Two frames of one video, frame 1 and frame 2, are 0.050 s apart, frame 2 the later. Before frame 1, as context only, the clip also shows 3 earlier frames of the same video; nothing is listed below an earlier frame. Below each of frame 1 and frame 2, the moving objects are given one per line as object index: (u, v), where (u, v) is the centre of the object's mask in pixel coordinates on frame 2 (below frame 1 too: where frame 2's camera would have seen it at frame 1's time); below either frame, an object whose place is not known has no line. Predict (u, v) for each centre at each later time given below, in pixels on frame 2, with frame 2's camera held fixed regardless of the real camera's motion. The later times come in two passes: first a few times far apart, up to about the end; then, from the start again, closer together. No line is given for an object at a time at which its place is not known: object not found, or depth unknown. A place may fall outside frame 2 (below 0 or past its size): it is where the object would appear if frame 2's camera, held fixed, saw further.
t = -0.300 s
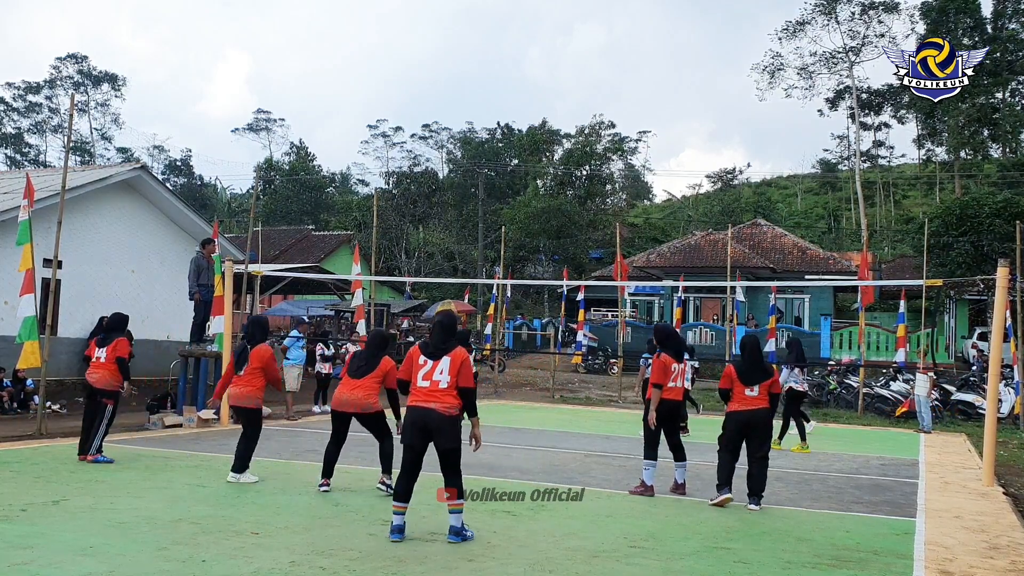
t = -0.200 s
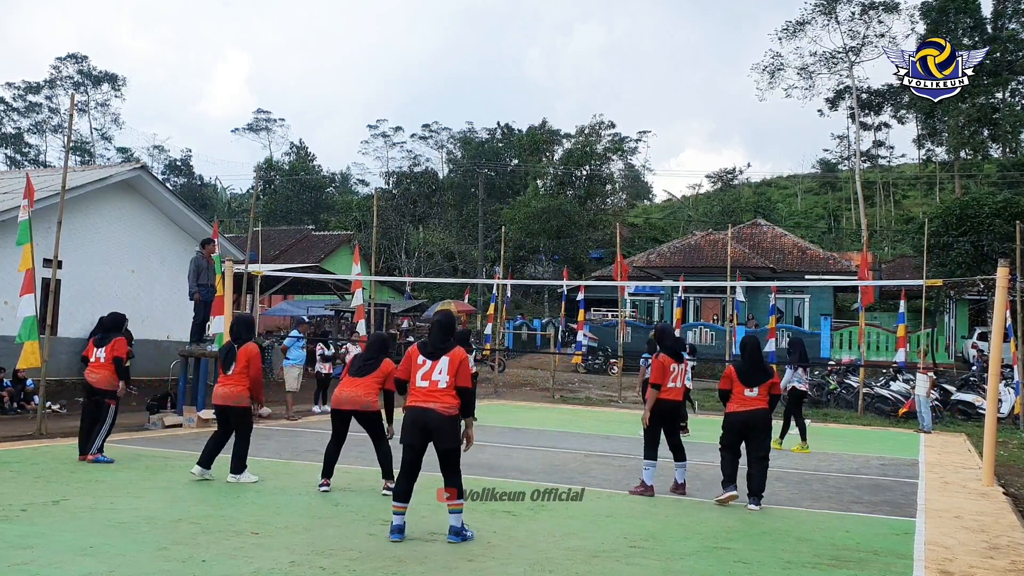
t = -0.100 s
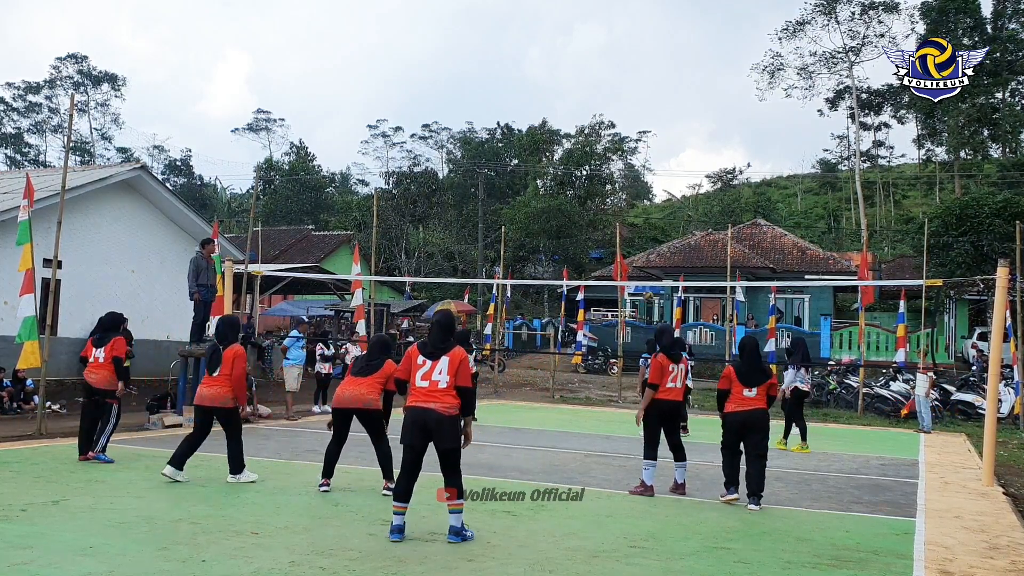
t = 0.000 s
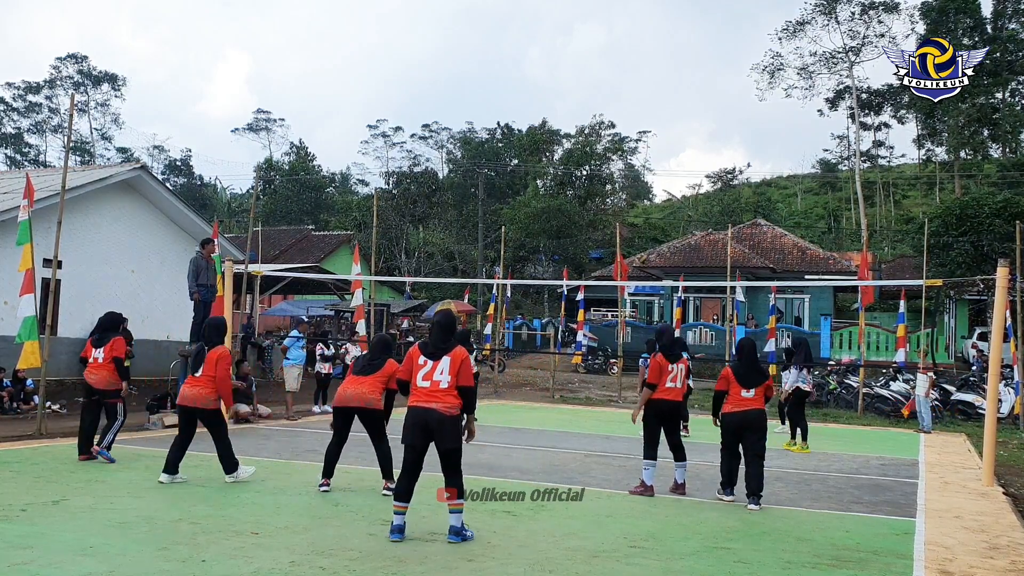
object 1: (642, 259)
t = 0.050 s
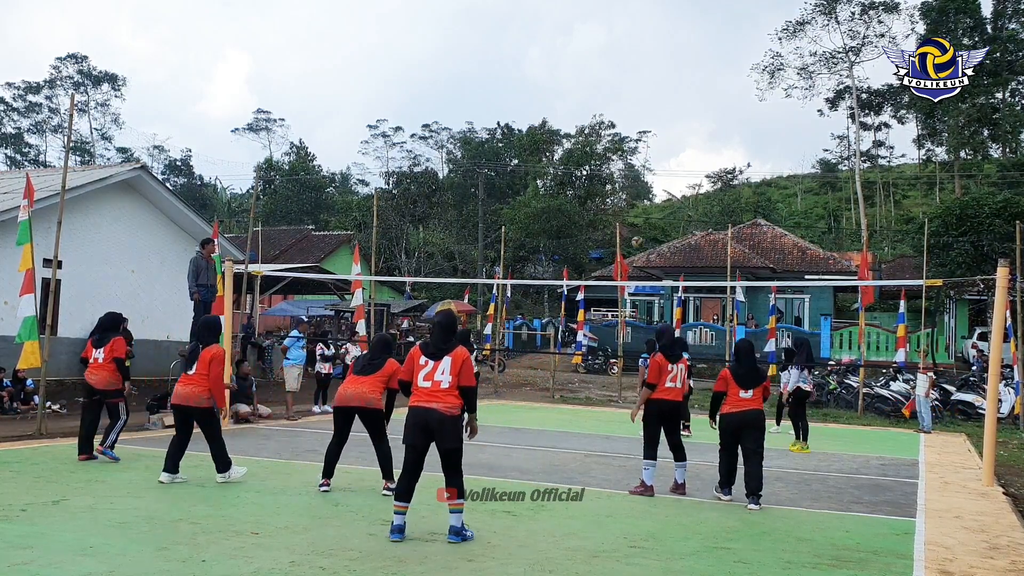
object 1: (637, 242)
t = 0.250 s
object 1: (618, 176)
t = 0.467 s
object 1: (587, 118)
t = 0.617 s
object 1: (560, 89)
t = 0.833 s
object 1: (506, 68)
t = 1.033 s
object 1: (440, 84)
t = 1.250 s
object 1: (340, 156)
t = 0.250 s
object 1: (618, 176)
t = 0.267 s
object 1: (616, 171)
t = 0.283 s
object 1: (613, 166)
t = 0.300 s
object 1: (611, 161)
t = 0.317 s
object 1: (609, 156)
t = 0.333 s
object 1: (607, 151)
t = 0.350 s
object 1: (605, 147)
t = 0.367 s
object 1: (602, 143)
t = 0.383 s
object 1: (599, 139)
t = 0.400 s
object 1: (597, 134)
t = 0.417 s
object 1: (595, 130)
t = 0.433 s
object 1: (592, 126)
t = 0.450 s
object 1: (589, 121)
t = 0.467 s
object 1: (587, 118)
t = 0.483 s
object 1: (584, 114)
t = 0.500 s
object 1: (581, 110)
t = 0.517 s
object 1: (578, 107)
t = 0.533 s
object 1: (575, 104)
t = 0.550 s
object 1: (572, 101)
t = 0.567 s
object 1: (569, 98)
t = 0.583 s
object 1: (566, 95)
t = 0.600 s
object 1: (563, 92)
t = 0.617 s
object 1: (560, 89)
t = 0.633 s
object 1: (556, 87)
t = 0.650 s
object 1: (553, 84)
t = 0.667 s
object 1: (549, 82)
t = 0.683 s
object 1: (545, 80)
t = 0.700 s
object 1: (541, 78)
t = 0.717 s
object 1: (538, 76)
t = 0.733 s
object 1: (533, 75)
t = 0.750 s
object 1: (529, 73)
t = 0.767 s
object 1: (525, 72)
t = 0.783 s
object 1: (520, 71)
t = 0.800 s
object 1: (516, 69)
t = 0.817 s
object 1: (511, 69)
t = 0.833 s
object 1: (506, 68)
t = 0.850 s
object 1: (501, 68)
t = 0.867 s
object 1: (496, 68)
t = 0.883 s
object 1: (491, 69)
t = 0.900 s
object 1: (486, 69)
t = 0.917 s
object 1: (481, 70)
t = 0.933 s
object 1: (475, 71)
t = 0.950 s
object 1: (470, 73)
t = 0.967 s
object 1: (464, 75)
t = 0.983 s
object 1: (458, 77)
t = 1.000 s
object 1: (453, 79)
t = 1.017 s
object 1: (447, 81)
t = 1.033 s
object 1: (440, 84)
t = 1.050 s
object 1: (434, 87)
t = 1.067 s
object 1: (428, 91)
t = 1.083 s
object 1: (421, 94)
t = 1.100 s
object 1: (414, 98)
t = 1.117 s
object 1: (407, 103)
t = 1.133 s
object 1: (400, 108)
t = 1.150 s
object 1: (392, 113)
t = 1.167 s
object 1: (384, 119)
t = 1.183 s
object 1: (376, 125)
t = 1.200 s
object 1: (368, 132)
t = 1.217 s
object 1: (359, 140)
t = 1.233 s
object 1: (350, 148)
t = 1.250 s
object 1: (340, 156)
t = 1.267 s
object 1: (330, 166)
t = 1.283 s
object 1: (320, 175)
